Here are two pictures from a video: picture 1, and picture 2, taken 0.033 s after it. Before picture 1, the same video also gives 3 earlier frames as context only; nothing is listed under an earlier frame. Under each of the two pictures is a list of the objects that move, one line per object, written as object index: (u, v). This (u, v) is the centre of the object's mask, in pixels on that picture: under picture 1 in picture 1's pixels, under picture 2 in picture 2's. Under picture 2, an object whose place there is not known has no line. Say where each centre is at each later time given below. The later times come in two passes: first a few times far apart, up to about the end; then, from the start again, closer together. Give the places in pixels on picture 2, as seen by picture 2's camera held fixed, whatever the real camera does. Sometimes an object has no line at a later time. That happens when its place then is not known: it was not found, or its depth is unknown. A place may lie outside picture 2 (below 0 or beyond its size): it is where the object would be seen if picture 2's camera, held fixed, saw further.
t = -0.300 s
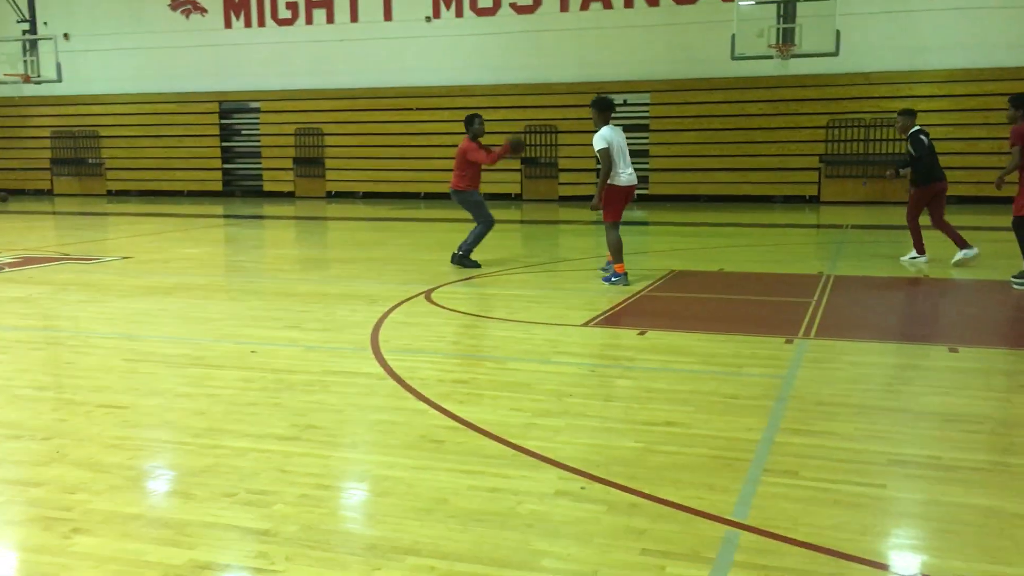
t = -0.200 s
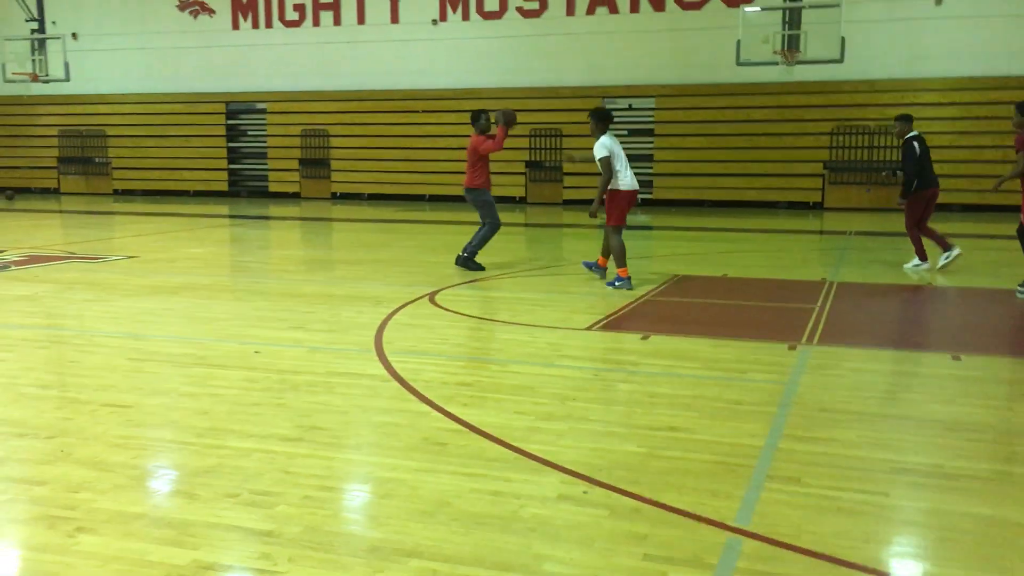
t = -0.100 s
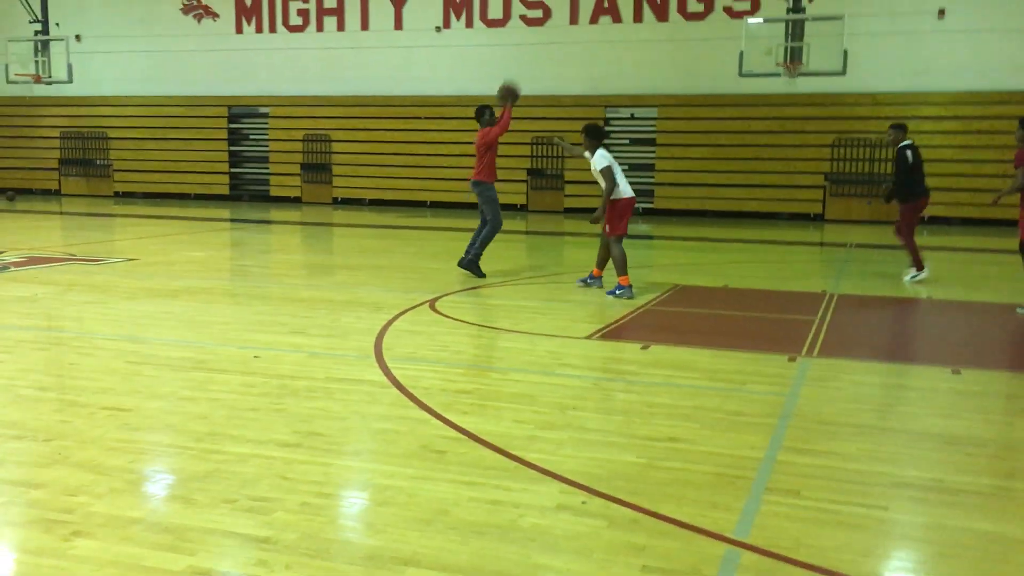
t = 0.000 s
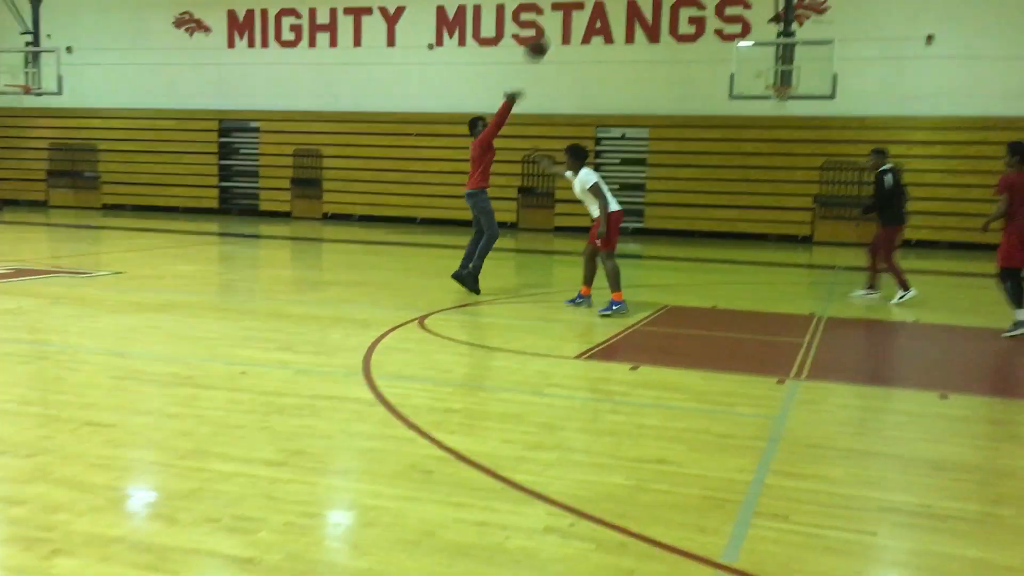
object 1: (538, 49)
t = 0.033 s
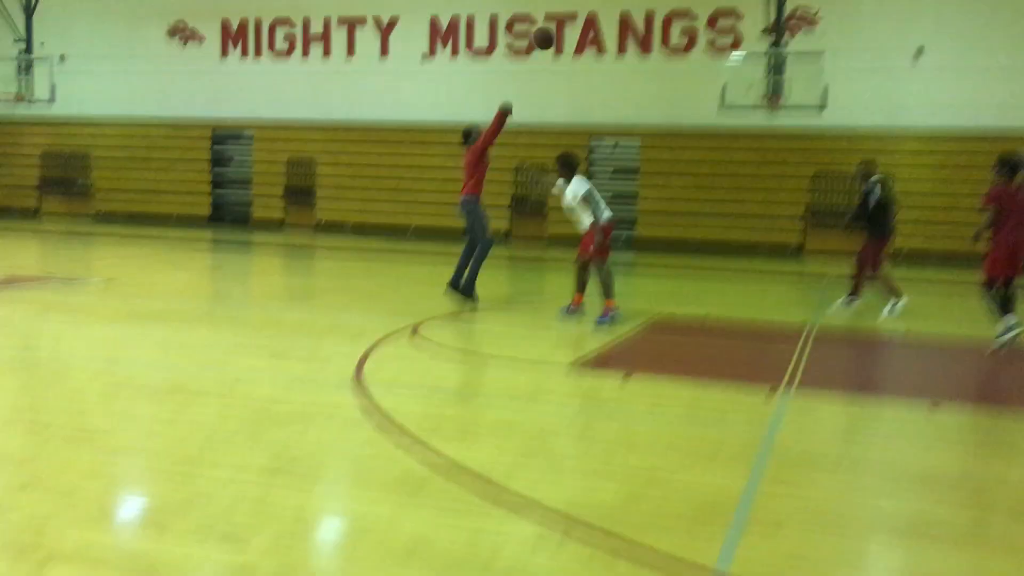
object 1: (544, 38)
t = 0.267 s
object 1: (654, -93)
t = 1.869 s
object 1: (1199, -111)
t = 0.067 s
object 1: (559, 16)
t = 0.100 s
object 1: (574, -3)
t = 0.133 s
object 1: (589, -23)
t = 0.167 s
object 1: (606, -43)
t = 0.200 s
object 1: (623, -60)
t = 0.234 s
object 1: (638, -77)
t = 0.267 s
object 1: (654, -93)
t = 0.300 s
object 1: (671, -109)
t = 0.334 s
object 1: (686, -123)
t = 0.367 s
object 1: (703, -136)
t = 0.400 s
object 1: (721, -149)
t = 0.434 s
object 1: (739, -160)
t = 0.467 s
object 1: (757, -170)
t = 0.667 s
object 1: (876, -209)
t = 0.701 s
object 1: (899, -211)
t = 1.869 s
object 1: (1199, -111)
